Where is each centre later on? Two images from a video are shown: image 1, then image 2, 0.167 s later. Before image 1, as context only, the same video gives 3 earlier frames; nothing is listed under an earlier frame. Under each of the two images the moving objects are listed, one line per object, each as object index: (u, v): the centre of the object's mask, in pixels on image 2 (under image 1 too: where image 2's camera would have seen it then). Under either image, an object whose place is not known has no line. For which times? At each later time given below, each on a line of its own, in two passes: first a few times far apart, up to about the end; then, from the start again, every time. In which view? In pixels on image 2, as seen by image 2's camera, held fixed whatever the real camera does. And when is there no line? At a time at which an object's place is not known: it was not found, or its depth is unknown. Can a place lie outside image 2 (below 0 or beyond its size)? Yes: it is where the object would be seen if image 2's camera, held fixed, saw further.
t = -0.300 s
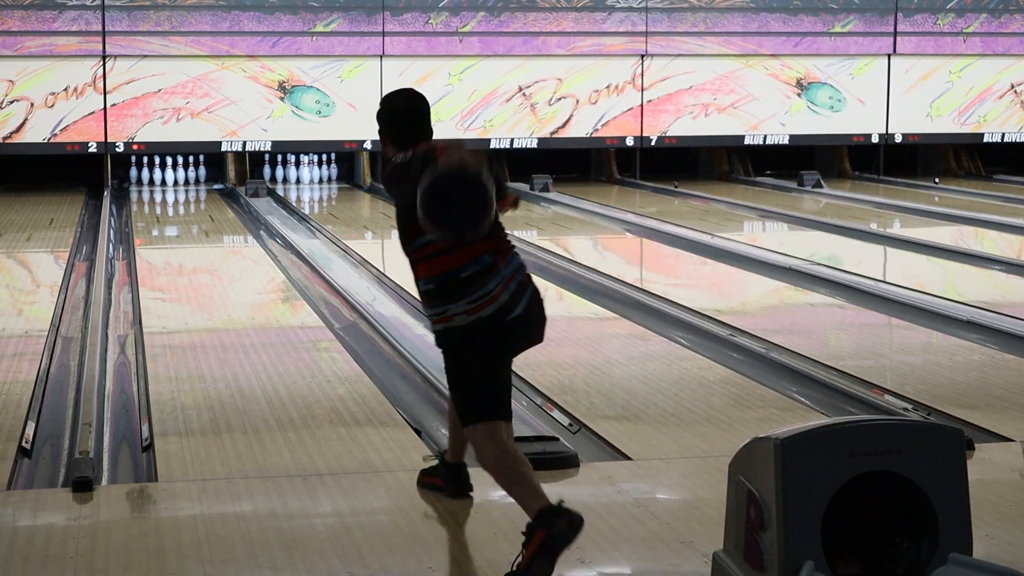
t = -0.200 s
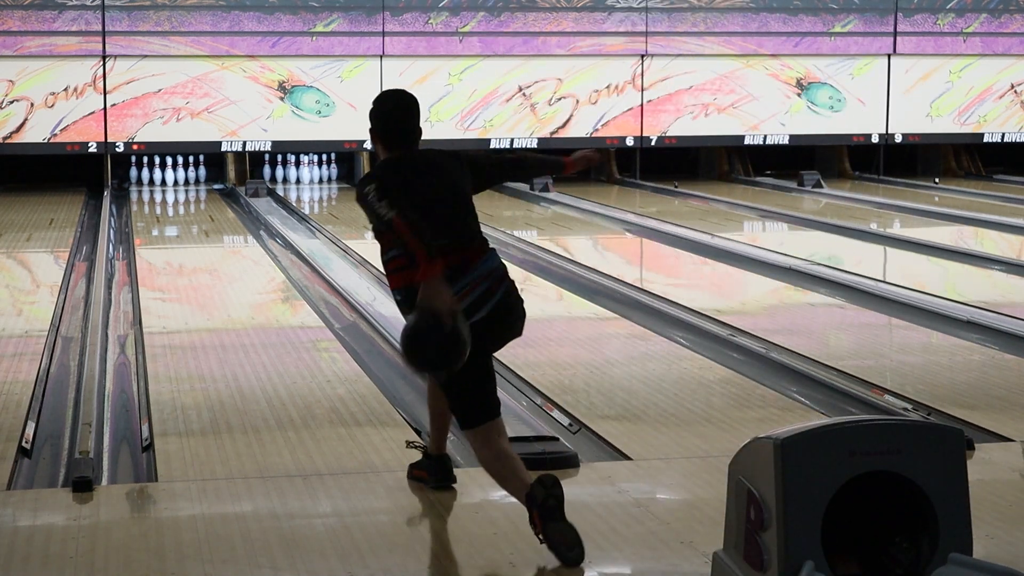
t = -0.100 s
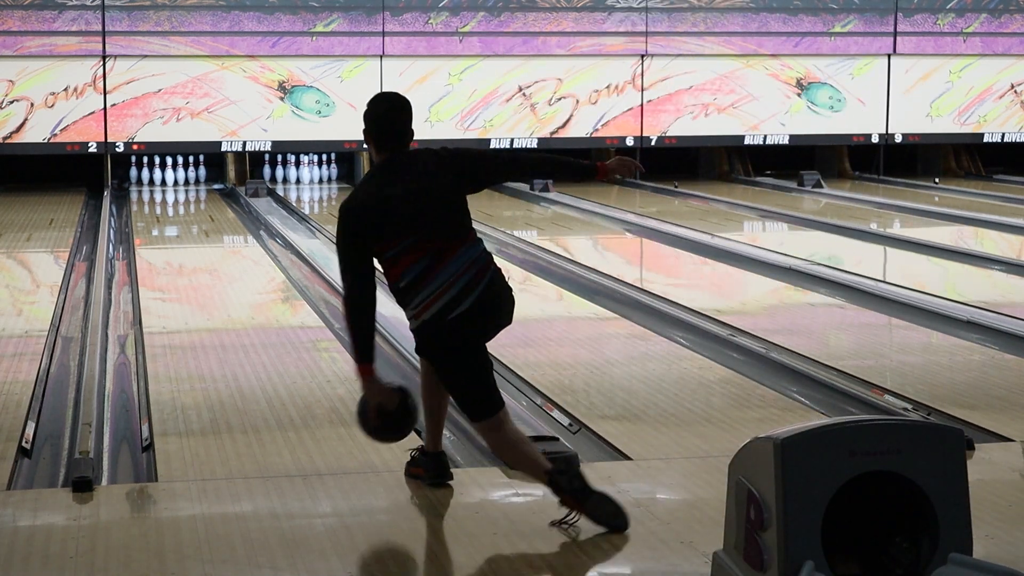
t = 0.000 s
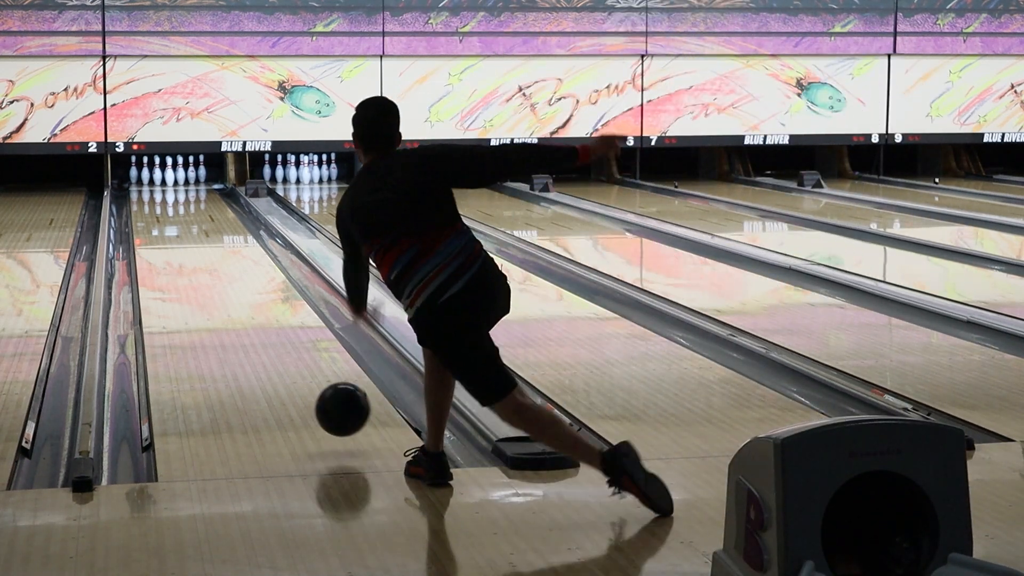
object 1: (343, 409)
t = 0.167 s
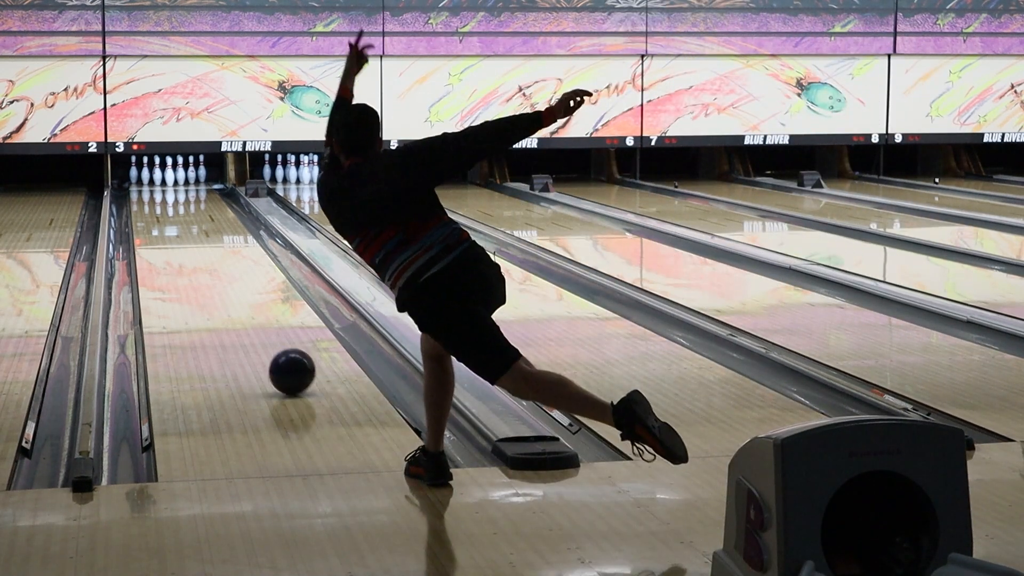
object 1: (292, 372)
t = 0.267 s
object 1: (269, 347)
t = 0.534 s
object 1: (223, 297)
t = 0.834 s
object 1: (190, 259)
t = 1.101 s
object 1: (170, 235)
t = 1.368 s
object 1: (156, 217)
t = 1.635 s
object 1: (149, 202)
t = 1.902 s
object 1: (150, 191)
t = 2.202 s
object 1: (161, 181)
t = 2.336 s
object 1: (163, 178)
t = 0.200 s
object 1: (284, 362)
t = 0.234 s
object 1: (276, 355)
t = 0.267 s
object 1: (269, 347)
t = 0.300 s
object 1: (262, 340)
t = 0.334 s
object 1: (255, 333)
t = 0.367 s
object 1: (249, 326)
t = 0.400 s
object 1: (243, 320)
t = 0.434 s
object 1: (238, 313)
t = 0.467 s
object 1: (233, 308)
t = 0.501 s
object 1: (228, 302)
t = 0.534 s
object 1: (223, 297)
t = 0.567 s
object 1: (219, 292)
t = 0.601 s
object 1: (214, 288)
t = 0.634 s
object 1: (210, 283)
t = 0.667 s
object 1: (207, 279)
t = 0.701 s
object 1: (203, 275)
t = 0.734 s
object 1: (200, 270)
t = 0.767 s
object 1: (196, 266)
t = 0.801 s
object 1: (193, 263)
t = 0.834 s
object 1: (190, 259)
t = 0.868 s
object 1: (187, 256)
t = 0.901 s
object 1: (184, 252)
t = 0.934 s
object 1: (182, 249)
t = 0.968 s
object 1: (179, 246)
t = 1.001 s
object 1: (177, 243)
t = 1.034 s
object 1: (174, 240)
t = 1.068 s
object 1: (172, 237)
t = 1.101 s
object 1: (170, 235)
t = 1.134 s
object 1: (168, 232)
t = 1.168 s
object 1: (166, 230)
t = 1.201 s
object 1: (164, 227)
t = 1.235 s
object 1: (163, 225)
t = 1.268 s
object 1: (161, 223)
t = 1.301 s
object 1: (159, 221)
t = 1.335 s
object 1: (158, 219)
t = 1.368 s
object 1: (156, 217)
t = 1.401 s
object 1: (155, 215)
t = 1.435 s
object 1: (154, 213)
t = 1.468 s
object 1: (152, 211)
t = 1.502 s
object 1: (151, 209)
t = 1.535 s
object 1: (150, 207)
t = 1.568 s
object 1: (150, 206)
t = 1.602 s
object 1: (149, 204)
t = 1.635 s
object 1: (149, 202)
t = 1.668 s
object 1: (148, 200)
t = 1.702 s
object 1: (148, 199)
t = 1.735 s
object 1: (148, 197)
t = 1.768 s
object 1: (148, 196)
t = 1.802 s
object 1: (149, 195)
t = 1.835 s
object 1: (149, 193)
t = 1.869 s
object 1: (149, 192)
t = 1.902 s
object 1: (150, 191)
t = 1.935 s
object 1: (151, 190)
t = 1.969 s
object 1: (152, 188)
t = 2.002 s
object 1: (153, 187)
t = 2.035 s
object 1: (154, 186)
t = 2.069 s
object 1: (155, 185)
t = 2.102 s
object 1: (156, 184)
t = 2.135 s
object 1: (157, 183)
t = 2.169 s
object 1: (160, 182)
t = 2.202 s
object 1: (161, 181)
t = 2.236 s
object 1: (162, 180)
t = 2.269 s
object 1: (164, 179)
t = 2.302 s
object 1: (163, 179)
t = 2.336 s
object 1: (163, 178)
